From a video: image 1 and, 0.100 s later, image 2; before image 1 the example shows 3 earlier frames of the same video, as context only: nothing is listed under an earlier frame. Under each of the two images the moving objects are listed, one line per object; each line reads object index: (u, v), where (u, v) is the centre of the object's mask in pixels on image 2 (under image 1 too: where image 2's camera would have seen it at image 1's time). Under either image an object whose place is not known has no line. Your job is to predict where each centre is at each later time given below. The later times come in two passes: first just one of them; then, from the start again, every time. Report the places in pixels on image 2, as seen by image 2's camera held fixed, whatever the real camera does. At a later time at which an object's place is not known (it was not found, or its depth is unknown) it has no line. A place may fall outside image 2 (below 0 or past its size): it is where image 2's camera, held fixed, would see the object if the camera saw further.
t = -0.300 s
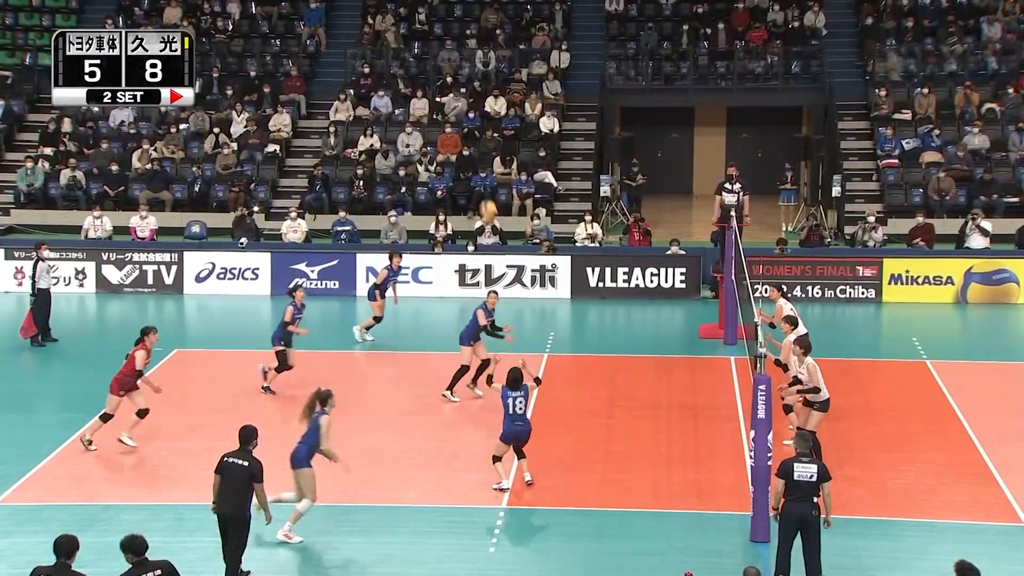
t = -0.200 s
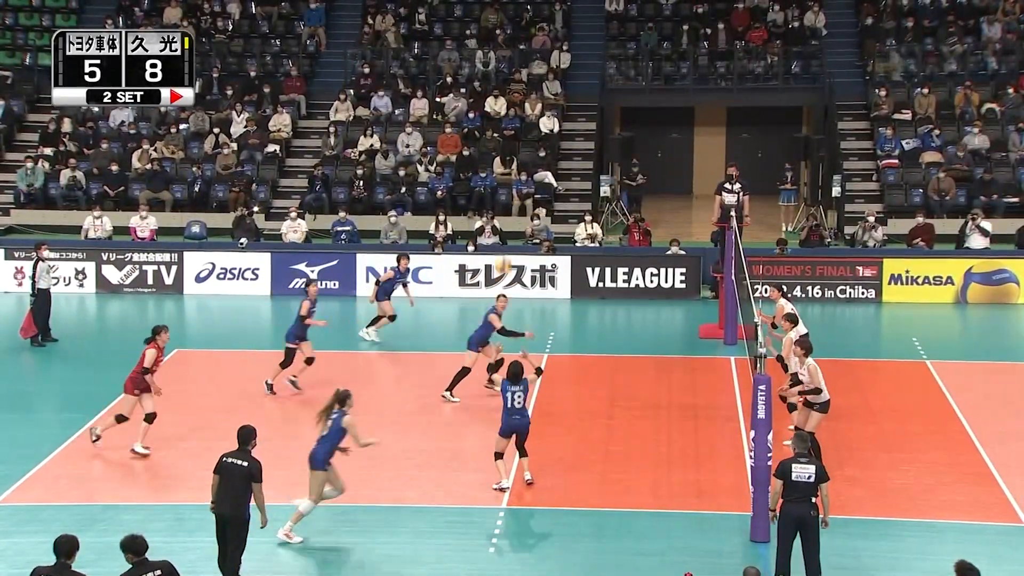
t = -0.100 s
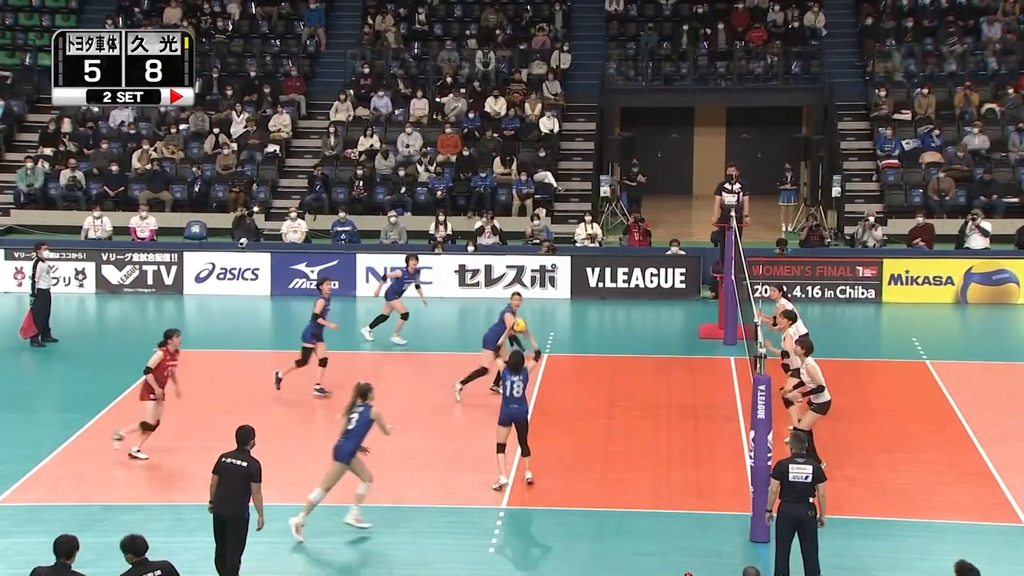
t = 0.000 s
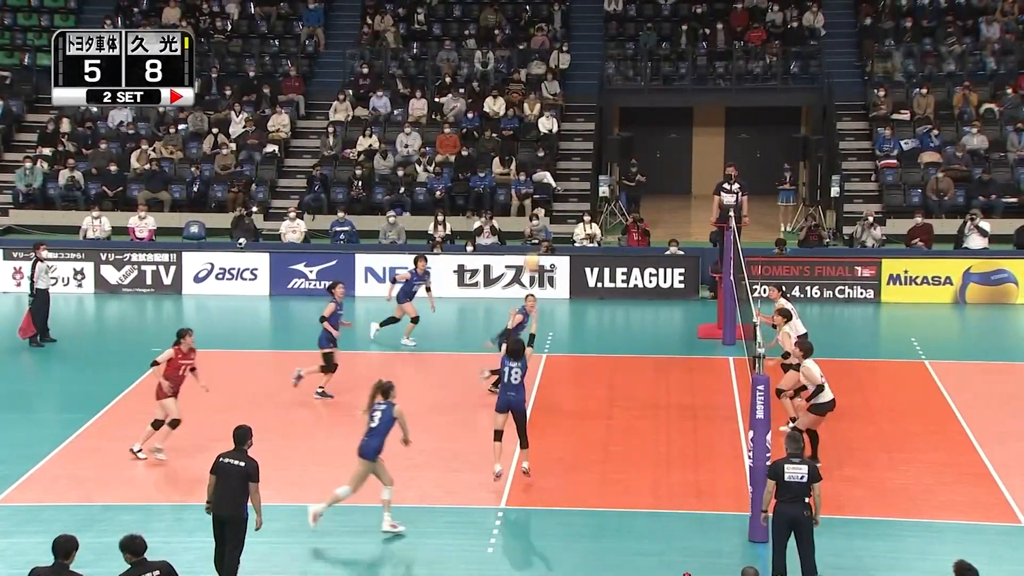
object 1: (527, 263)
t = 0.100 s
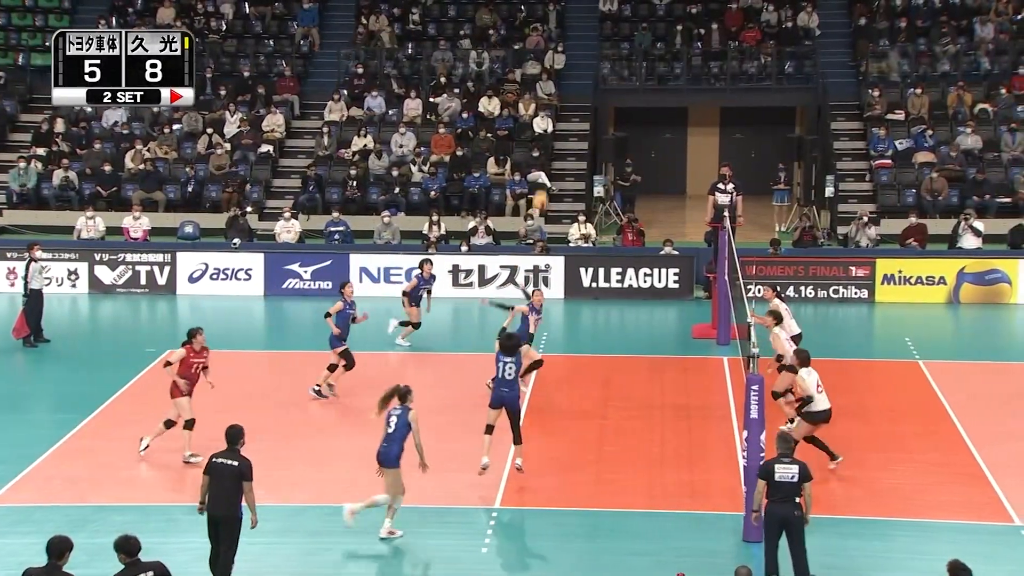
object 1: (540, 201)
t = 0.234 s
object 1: (555, 133)
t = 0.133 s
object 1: (544, 183)
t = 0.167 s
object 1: (548, 165)
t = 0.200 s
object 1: (552, 149)
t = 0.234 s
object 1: (555, 133)
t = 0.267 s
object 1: (559, 119)
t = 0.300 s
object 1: (563, 107)
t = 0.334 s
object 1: (566, 94)
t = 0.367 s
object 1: (569, 84)
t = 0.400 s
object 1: (572, 74)
